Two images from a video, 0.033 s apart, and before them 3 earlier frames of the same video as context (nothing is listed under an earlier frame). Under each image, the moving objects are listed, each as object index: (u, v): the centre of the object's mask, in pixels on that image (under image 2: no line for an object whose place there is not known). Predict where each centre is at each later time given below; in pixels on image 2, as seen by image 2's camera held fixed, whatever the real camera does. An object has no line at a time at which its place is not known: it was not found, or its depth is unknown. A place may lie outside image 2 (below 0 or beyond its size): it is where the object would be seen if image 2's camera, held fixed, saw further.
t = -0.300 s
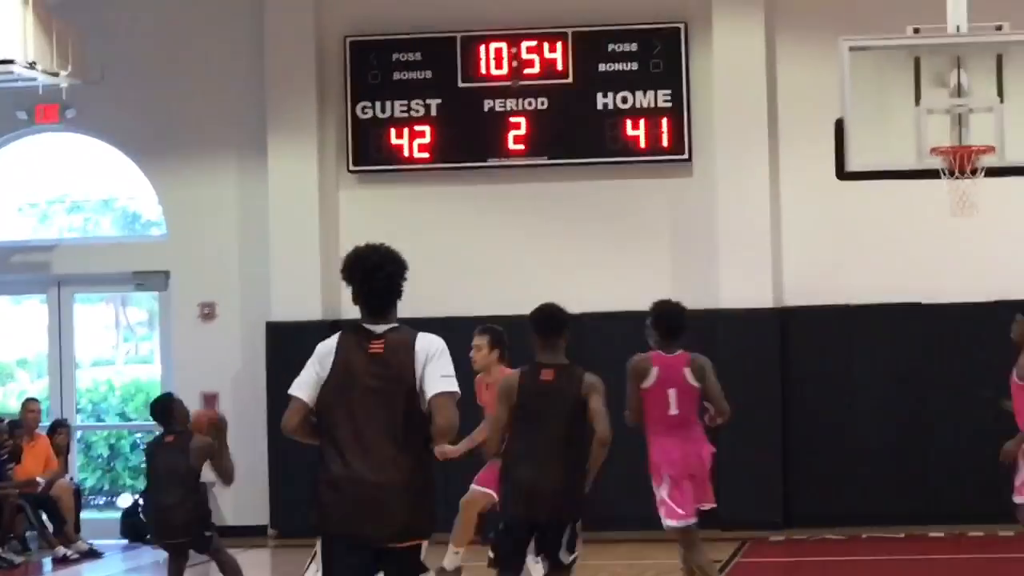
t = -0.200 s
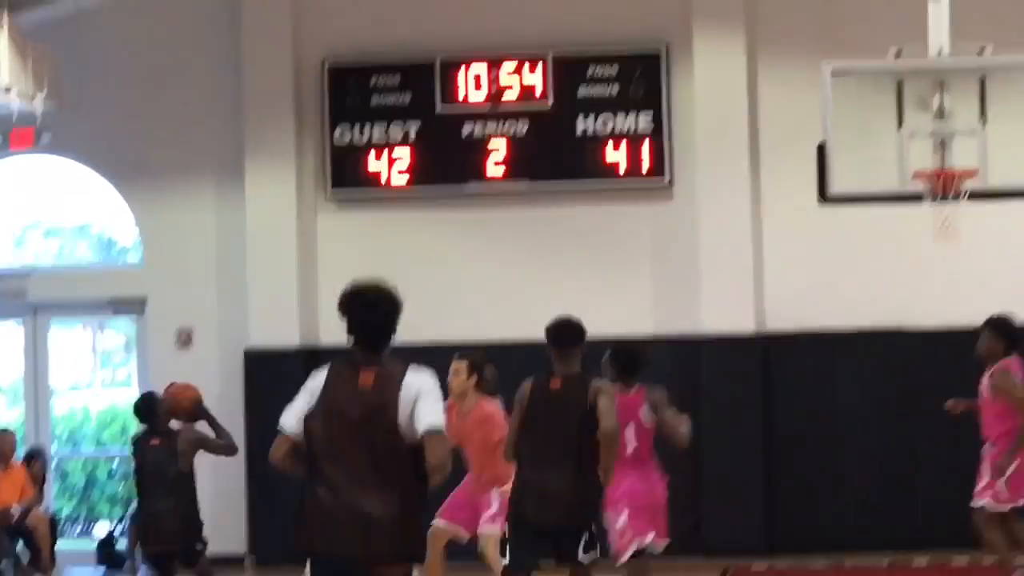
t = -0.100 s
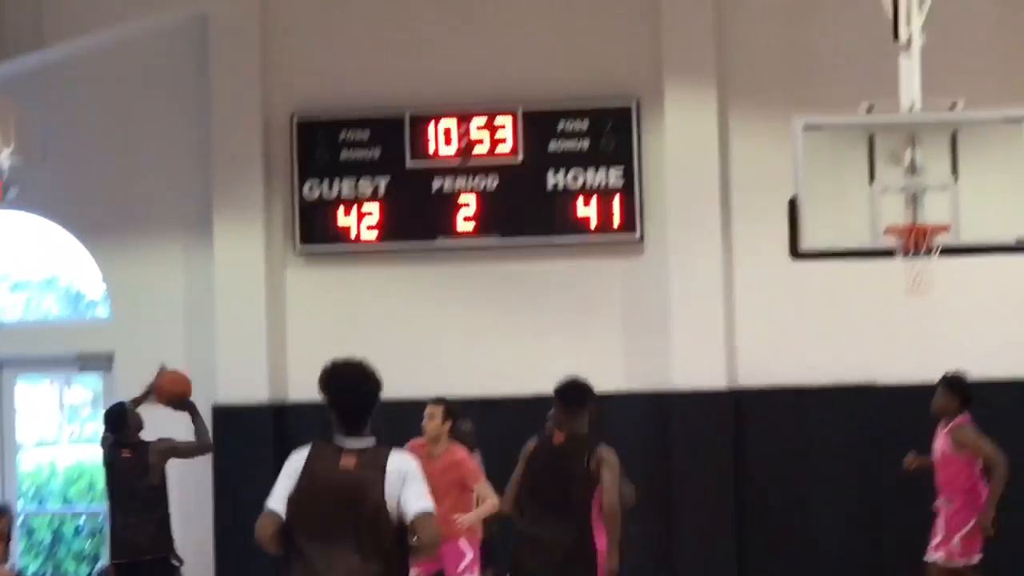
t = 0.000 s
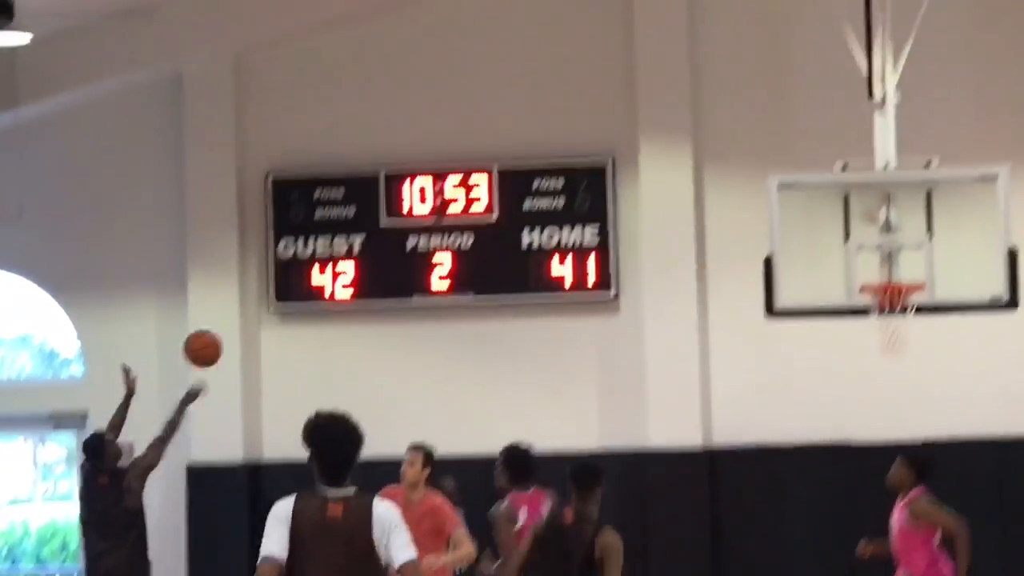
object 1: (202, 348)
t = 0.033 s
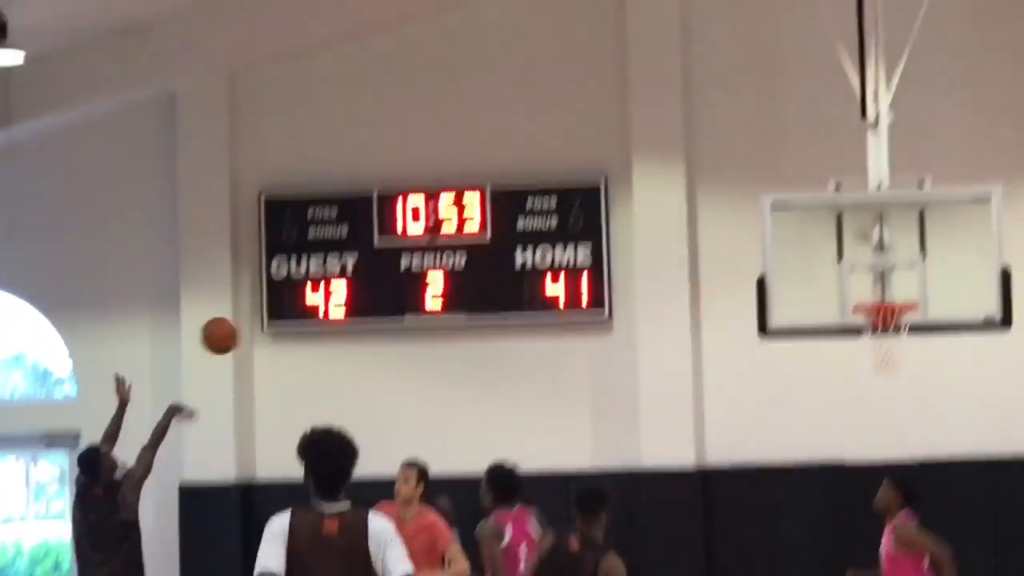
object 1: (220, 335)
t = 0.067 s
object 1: (243, 306)
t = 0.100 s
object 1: (267, 279)
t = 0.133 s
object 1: (289, 251)
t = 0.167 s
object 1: (311, 229)
